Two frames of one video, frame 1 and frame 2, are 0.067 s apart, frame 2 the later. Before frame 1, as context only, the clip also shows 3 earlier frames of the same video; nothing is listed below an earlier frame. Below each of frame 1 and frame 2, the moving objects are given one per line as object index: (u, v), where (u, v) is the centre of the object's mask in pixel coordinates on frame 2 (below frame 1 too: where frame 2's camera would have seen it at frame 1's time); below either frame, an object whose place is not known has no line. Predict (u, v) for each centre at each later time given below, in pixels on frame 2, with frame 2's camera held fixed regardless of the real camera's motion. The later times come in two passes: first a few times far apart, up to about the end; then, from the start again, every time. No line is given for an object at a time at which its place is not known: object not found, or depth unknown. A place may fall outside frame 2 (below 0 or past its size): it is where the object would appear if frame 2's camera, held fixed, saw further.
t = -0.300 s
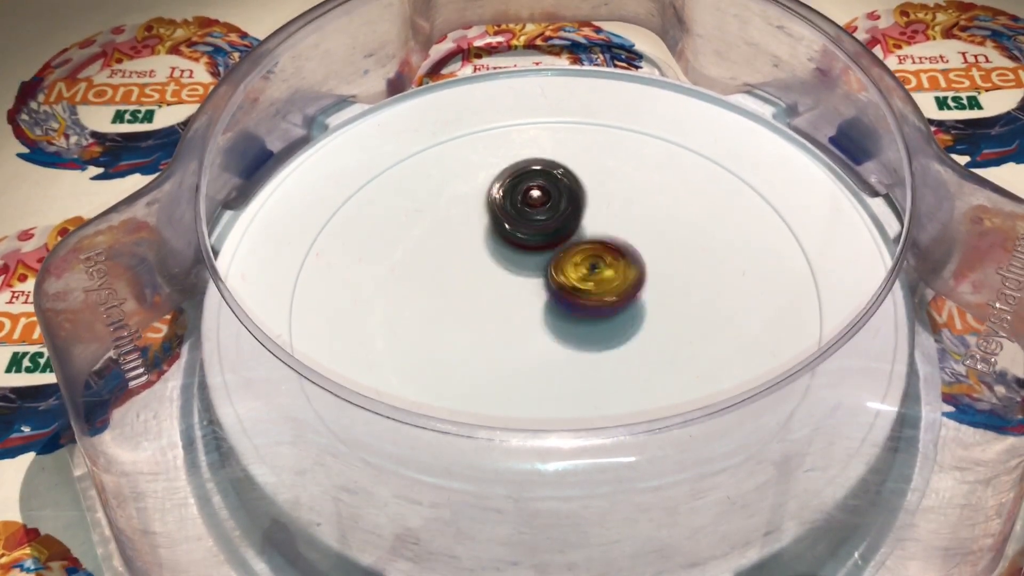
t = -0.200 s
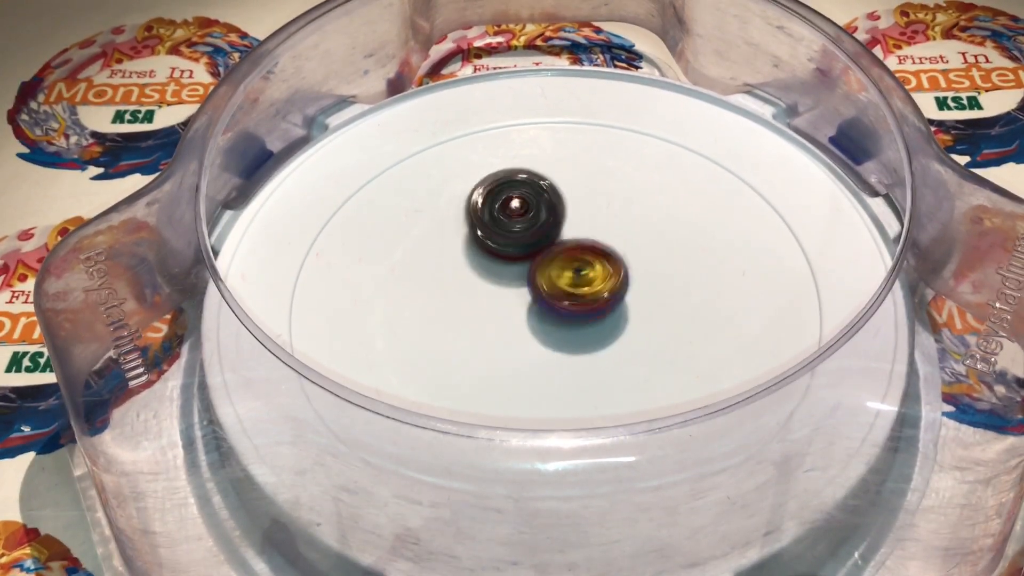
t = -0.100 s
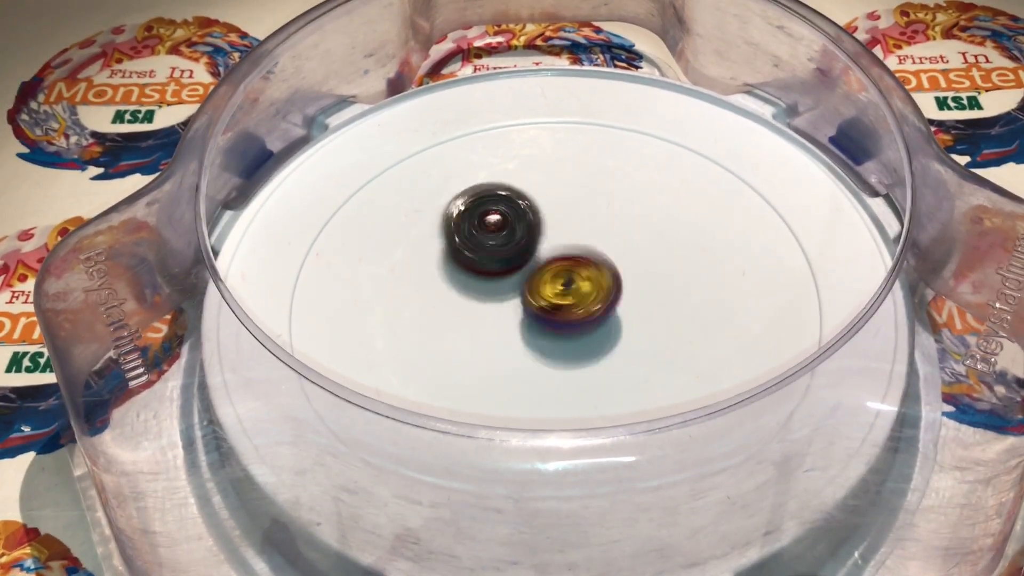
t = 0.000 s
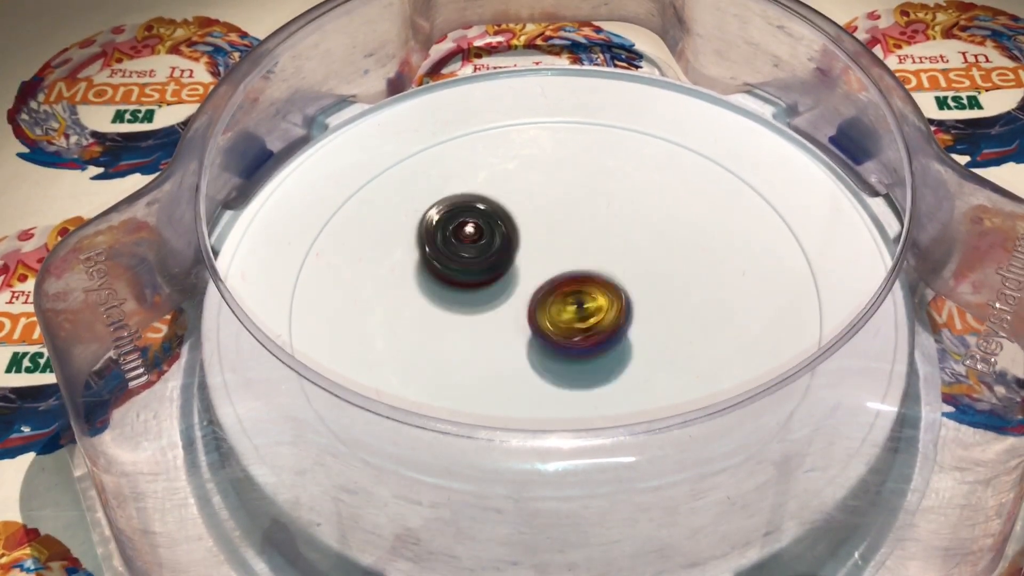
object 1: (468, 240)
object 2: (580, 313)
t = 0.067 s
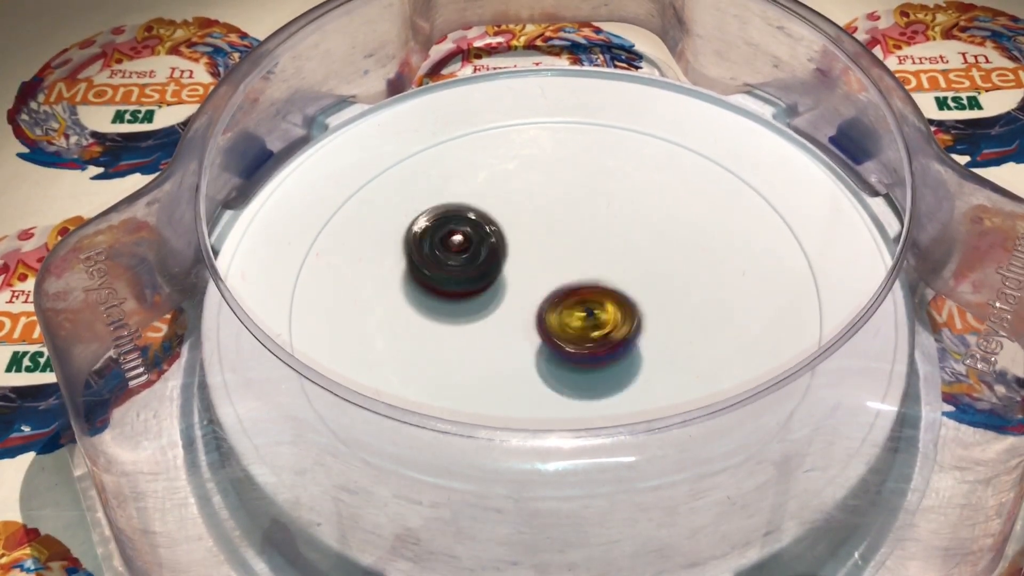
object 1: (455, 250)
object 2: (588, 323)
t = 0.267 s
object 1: (434, 284)
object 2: (608, 320)
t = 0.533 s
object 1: (462, 331)
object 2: (559, 276)
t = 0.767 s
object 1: (510, 351)
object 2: (546, 232)
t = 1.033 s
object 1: (589, 341)
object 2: (524, 254)
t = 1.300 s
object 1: (649, 314)
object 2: (515, 287)
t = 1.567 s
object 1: (661, 271)
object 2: (531, 295)
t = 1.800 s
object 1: (651, 240)
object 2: (487, 307)
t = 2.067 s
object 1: (571, 221)
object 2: (510, 309)
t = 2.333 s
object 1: (508, 226)
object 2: (551, 316)
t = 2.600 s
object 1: (466, 268)
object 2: (581, 299)
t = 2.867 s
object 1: (475, 319)
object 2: (561, 269)
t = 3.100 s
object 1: (521, 347)
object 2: (546, 247)
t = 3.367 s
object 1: (590, 331)
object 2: (526, 259)
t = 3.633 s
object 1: (632, 285)
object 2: (496, 279)
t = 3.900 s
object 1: (612, 243)
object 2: (515, 301)
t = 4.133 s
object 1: (561, 226)
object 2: (560, 313)
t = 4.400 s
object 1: (491, 238)
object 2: (556, 323)
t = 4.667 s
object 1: (449, 268)
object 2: (567, 329)
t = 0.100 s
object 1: (449, 256)
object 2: (596, 324)
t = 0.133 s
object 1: (444, 262)
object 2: (599, 328)
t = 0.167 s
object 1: (440, 267)
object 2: (606, 325)
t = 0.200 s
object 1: (437, 272)
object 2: (607, 328)
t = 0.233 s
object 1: (435, 278)
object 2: (608, 321)
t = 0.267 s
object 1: (434, 284)
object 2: (608, 320)
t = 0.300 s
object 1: (435, 290)
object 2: (603, 313)
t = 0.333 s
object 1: (437, 297)
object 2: (600, 309)
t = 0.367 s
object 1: (439, 303)
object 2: (588, 304)
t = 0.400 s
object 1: (443, 309)
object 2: (585, 300)
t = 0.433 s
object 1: (448, 315)
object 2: (574, 296)
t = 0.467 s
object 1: (454, 320)
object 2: (568, 290)
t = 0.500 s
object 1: (461, 325)
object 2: (557, 288)
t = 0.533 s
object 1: (462, 331)
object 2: (559, 276)
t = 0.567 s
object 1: (465, 336)
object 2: (560, 272)
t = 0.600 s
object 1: (469, 340)
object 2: (557, 259)
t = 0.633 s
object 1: (476, 342)
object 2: (559, 255)
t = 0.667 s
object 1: (483, 344)
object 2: (554, 248)
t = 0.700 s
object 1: (492, 347)
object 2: (554, 241)
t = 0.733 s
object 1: (501, 349)
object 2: (549, 240)
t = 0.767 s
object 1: (510, 351)
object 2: (546, 232)
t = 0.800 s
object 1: (521, 352)
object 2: (544, 234)
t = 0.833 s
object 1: (531, 352)
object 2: (536, 232)
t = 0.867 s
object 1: (542, 352)
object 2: (535, 234)
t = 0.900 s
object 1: (552, 350)
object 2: (527, 236)
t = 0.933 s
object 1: (562, 348)
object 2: (525, 237)
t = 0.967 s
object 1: (572, 347)
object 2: (525, 245)
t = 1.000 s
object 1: (580, 344)
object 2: (521, 247)
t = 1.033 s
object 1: (589, 341)
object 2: (524, 254)
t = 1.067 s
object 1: (597, 338)
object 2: (520, 262)
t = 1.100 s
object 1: (604, 334)
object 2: (525, 267)
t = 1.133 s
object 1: (613, 329)
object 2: (526, 276)
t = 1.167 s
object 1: (625, 328)
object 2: (522, 274)
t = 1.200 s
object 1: (633, 326)
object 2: (521, 278)
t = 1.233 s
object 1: (640, 322)
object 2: (516, 280)
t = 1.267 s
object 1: (645, 319)
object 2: (517, 282)
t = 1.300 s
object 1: (649, 314)
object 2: (515, 287)
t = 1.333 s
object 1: (653, 309)
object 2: (516, 287)
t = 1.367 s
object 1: (656, 305)
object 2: (522, 291)
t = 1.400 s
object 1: (658, 299)
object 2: (523, 294)
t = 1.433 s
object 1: (659, 294)
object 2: (527, 292)
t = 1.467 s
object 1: (659, 288)
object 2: (535, 295)
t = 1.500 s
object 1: (657, 283)
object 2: (537, 292)
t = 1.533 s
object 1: (655, 279)
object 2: (545, 292)
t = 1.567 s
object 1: (661, 271)
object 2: (531, 295)
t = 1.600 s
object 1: (667, 263)
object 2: (524, 292)
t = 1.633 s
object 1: (669, 259)
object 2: (517, 298)
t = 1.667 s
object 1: (669, 254)
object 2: (506, 297)
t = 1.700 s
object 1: (667, 251)
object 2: (501, 300)
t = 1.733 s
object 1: (663, 248)
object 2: (491, 304)
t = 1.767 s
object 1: (657, 244)
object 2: (488, 302)
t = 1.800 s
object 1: (651, 240)
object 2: (487, 307)
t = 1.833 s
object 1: (643, 237)
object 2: (481, 305)
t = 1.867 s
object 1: (633, 235)
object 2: (482, 307)
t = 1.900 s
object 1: (623, 231)
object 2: (482, 310)
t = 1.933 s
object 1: (614, 228)
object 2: (483, 309)
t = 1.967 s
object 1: (604, 227)
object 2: (489, 314)
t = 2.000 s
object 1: (593, 225)
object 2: (493, 312)
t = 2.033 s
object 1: (582, 223)
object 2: (503, 308)
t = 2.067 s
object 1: (571, 221)
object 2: (510, 309)
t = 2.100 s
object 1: (561, 220)
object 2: (512, 302)
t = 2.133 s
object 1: (551, 220)
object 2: (521, 300)
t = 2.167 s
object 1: (543, 219)
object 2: (524, 301)
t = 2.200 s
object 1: (535, 217)
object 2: (528, 302)
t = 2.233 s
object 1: (528, 218)
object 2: (536, 309)
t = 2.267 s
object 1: (522, 220)
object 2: (536, 312)
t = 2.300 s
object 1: (515, 222)
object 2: (545, 310)
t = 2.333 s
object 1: (508, 226)
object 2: (551, 316)
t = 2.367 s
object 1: (500, 230)
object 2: (554, 315)
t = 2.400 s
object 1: (493, 235)
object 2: (559, 313)
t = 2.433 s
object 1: (486, 240)
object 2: (565, 315)
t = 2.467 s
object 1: (481, 244)
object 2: (567, 313)
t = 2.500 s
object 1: (477, 249)
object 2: (575, 309)
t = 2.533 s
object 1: (473, 255)
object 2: (576, 309)
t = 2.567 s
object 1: (469, 261)
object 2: (577, 304)
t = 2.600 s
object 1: (466, 268)
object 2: (581, 299)
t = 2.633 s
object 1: (463, 275)
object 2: (582, 299)
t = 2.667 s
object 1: (462, 281)
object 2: (579, 292)
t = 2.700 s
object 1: (461, 288)
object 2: (579, 287)
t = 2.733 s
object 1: (462, 295)
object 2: (578, 285)
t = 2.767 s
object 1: (463, 301)
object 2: (574, 281)
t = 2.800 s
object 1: (466, 307)
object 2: (573, 276)
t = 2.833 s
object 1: (470, 313)
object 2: (569, 275)
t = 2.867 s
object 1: (475, 319)
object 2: (561, 269)
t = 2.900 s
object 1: (479, 326)
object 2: (562, 262)
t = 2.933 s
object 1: (484, 330)
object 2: (561, 260)
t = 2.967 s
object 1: (490, 335)
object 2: (556, 258)
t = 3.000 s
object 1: (497, 339)
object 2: (555, 254)
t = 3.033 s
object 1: (505, 342)
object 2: (555, 252)
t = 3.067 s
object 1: (513, 345)
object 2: (547, 251)
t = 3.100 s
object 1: (521, 347)
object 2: (546, 247)
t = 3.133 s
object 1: (529, 348)
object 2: (547, 251)
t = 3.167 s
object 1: (538, 348)
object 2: (537, 253)
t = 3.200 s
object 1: (548, 346)
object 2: (535, 249)
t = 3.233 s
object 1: (557, 345)
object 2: (539, 249)
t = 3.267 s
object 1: (566, 342)
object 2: (537, 252)
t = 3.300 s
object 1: (574, 339)
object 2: (531, 251)
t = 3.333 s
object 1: (583, 336)
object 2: (528, 253)
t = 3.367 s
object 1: (590, 331)
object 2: (526, 259)
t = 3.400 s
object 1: (597, 327)
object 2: (519, 261)
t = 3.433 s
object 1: (603, 321)
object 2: (518, 262)
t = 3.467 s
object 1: (609, 315)
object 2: (519, 268)
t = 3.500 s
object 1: (615, 309)
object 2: (511, 273)
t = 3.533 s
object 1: (622, 303)
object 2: (508, 272)
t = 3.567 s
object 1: (627, 298)
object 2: (507, 274)
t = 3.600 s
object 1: (630, 291)
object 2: (501, 279)
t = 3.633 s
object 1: (632, 285)
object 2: (496, 279)
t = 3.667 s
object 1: (634, 279)
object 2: (496, 281)
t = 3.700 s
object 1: (634, 272)
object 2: (495, 288)
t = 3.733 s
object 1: (633, 267)
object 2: (492, 291)
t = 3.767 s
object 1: (631, 261)
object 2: (495, 291)
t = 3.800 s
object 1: (628, 256)
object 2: (502, 297)
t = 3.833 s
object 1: (623, 251)
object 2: (503, 300)
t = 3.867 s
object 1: (618, 247)
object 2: (507, 299)
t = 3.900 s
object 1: (612, 243)
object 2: (515, 301)
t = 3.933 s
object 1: (607, 238)
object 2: (522, 306)
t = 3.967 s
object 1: (600, 236)
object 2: (524, 306)
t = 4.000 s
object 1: (593, 233)
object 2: (532, 305)
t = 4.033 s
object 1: (584, 231)
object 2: (540, 308)
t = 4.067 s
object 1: (577, 230)
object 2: (546, 308)
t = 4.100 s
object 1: (569, 227)
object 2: (553, 307)
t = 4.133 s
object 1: (561, 226)
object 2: (560, 313)
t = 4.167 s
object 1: (554, 226)
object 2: (557, 320)
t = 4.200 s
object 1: (546, 227)
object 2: (551, 321)
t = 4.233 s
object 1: (538, 228)
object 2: (552, 321)
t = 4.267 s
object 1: (530, 231)
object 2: (553, 323)
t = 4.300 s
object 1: (522, 234)
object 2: (551, 318)
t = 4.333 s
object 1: (513, 238)
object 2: (549, 316)
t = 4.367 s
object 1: (504, 240)
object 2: (551, 316)
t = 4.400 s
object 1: (491, 238)
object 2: (556, 323)
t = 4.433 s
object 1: (481, 238)
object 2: (553, 328)
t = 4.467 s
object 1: (474, 239)
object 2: (550, 328)
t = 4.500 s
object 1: (468, 242)
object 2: (552, 329)
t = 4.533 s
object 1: (463, 246)
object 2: (555, 330)
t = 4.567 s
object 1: (459, 251)
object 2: (554, 329)
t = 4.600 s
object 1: (455, 256)
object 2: (558, 327)
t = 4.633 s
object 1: (452, 262)
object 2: (565, 327)
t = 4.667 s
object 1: (449, 268)
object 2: (567, 329)
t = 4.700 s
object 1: (448, 274)
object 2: (566, 331)
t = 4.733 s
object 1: (448, 280)
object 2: (568, 332)
